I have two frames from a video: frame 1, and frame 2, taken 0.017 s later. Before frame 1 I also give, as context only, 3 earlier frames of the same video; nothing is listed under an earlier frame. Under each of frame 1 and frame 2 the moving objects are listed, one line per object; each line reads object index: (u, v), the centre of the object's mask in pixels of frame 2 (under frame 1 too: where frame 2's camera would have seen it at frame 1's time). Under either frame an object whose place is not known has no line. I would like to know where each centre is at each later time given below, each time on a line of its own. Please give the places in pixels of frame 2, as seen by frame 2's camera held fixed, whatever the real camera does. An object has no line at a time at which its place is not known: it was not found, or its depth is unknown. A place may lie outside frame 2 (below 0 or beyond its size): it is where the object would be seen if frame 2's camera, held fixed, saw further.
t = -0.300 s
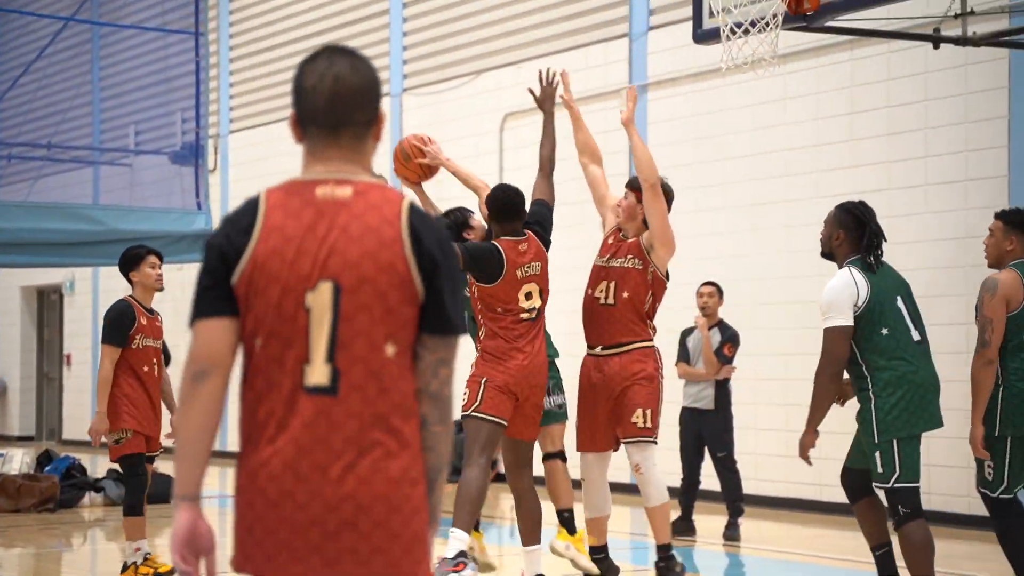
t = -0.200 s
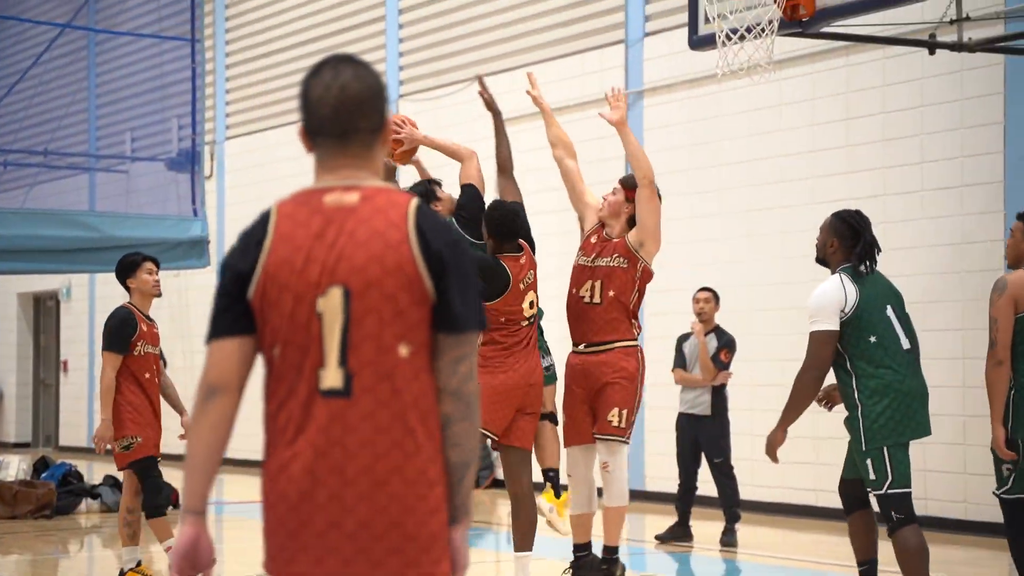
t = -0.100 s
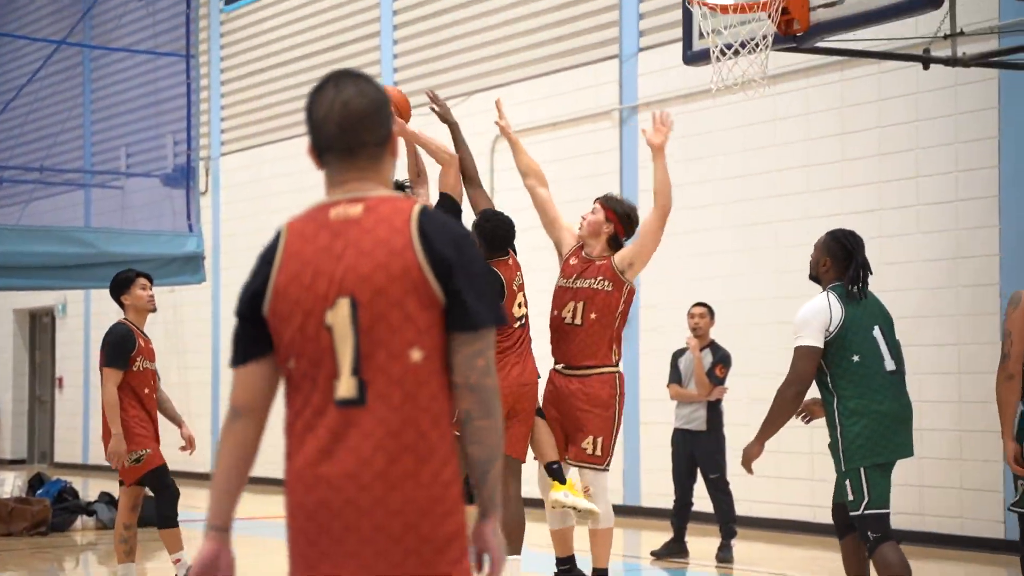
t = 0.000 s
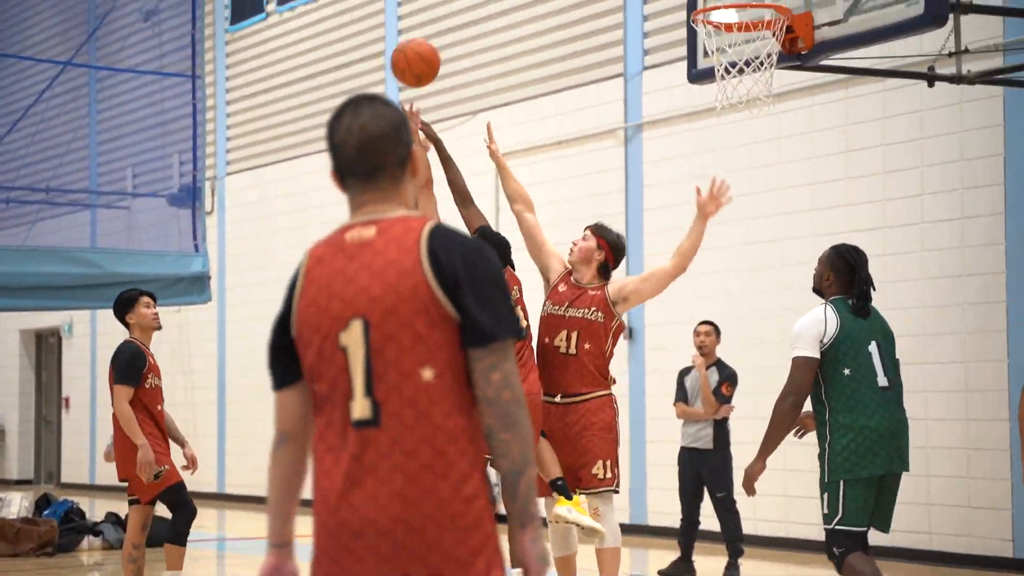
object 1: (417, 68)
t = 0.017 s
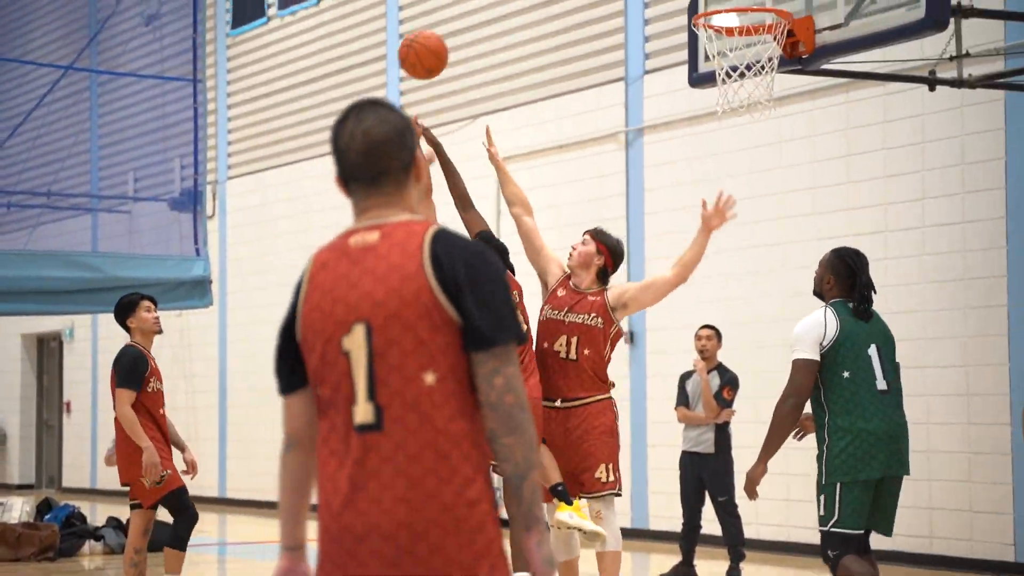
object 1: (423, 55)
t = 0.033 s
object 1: (430, 44)
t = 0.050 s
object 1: (436, 33)
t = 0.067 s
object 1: (443, 22)
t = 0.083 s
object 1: (450, 12)
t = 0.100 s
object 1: (457, 2)
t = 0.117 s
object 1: (463, -7)
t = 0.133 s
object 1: (470, -16)
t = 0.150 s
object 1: (477, -24)
